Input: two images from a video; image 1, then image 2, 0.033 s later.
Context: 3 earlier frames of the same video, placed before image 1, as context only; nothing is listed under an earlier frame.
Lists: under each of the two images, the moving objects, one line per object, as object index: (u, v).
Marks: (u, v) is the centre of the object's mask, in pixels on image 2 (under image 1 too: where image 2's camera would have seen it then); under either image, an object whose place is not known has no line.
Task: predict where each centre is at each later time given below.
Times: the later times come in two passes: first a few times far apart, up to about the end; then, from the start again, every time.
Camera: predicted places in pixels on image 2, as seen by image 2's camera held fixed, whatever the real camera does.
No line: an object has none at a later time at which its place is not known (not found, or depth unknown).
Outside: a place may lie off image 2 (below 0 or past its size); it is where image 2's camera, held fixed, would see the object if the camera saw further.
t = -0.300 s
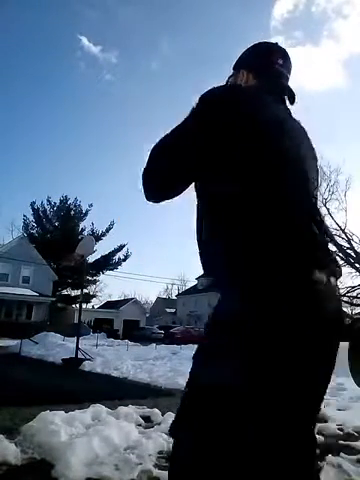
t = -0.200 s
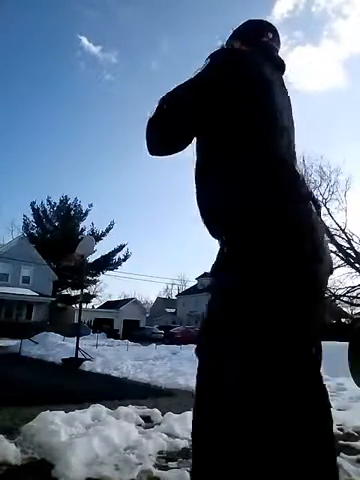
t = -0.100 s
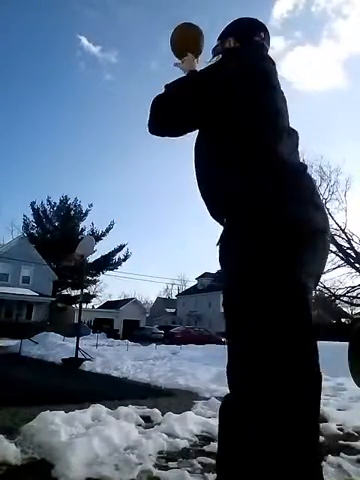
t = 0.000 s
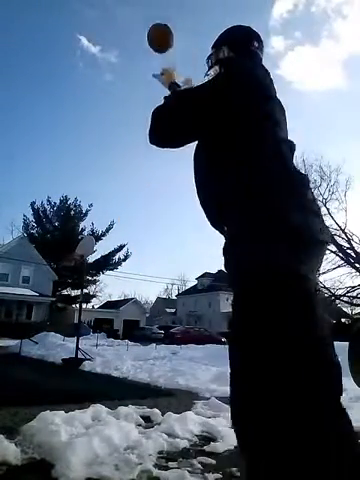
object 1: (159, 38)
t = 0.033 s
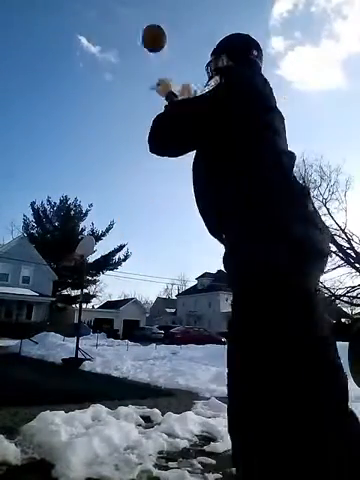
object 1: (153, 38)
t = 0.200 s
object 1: (131, 49)
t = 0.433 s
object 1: (112, 78)
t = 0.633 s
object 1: (102, 109)
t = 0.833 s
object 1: (92, 148)
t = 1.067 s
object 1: (82, 198)
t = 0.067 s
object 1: (148, 39)
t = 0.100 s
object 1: (143, 41)
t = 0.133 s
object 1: (139, 43)
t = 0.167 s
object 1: (135, 46)
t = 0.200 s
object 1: (131, 49)
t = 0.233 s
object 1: (128, 52)
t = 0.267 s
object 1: (125, 56)
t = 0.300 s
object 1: (122, 60)
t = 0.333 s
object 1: (120, 64)
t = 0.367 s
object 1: (117, 68)
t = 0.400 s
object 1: (115, 73)
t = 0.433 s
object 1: (112, 78)
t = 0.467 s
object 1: (111, 82)
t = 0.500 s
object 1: (109, 88)
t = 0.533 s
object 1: (107, 93)
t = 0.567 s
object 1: (105, 98)
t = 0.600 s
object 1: (103, 104)
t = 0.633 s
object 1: (102, 109)
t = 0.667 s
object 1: (100, 115)
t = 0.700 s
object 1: (98, 122)
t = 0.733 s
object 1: (97, 128)
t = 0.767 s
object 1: (95, 134)
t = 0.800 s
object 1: (94, 141)
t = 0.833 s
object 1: (92, 148)
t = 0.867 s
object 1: (91, 154)
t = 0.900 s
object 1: (89, 161)
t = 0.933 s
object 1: (88, 168)
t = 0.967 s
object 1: (86, 176)
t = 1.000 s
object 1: (85, 183)
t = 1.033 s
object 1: (83, 191)
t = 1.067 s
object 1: (82, 198)
